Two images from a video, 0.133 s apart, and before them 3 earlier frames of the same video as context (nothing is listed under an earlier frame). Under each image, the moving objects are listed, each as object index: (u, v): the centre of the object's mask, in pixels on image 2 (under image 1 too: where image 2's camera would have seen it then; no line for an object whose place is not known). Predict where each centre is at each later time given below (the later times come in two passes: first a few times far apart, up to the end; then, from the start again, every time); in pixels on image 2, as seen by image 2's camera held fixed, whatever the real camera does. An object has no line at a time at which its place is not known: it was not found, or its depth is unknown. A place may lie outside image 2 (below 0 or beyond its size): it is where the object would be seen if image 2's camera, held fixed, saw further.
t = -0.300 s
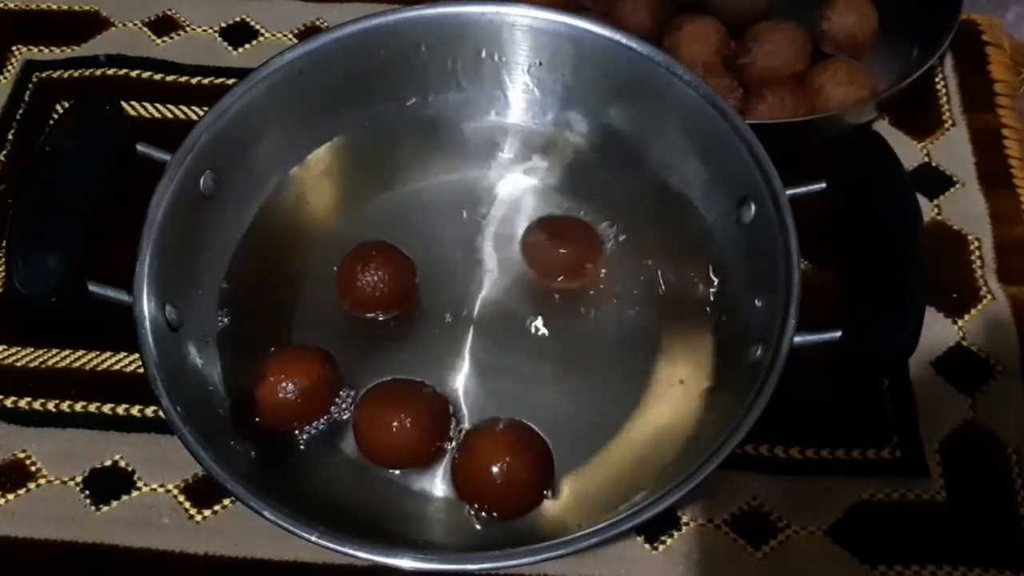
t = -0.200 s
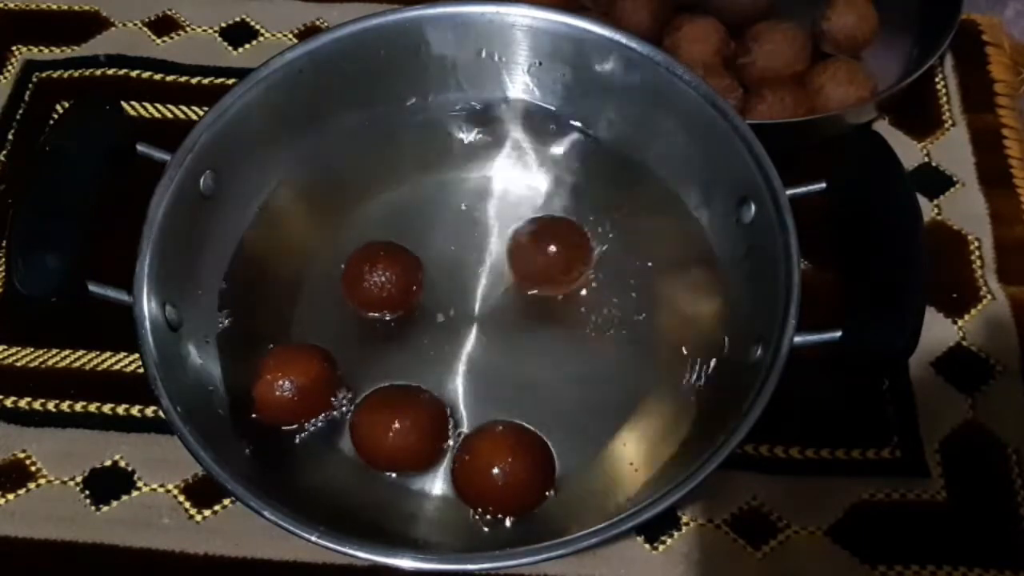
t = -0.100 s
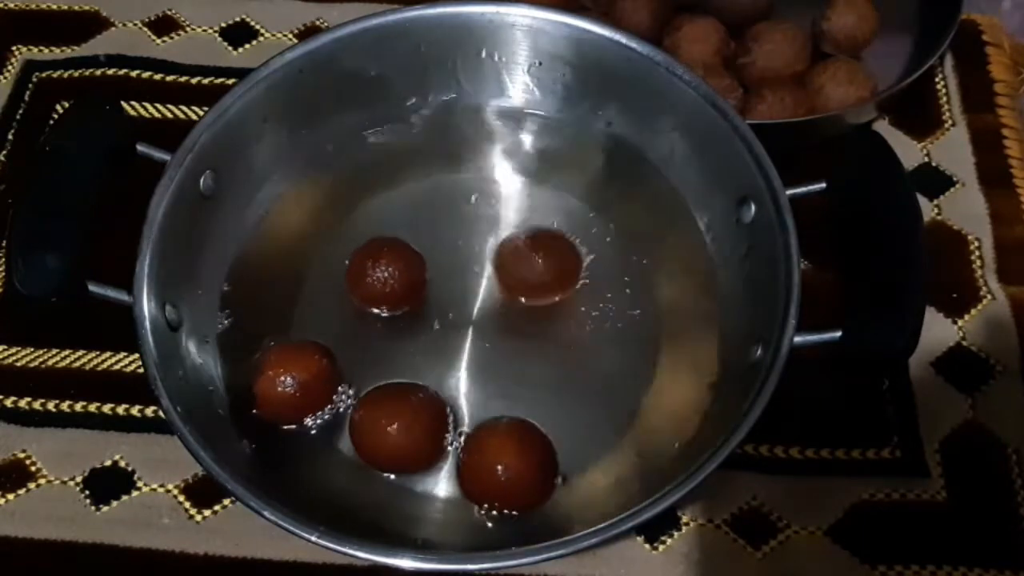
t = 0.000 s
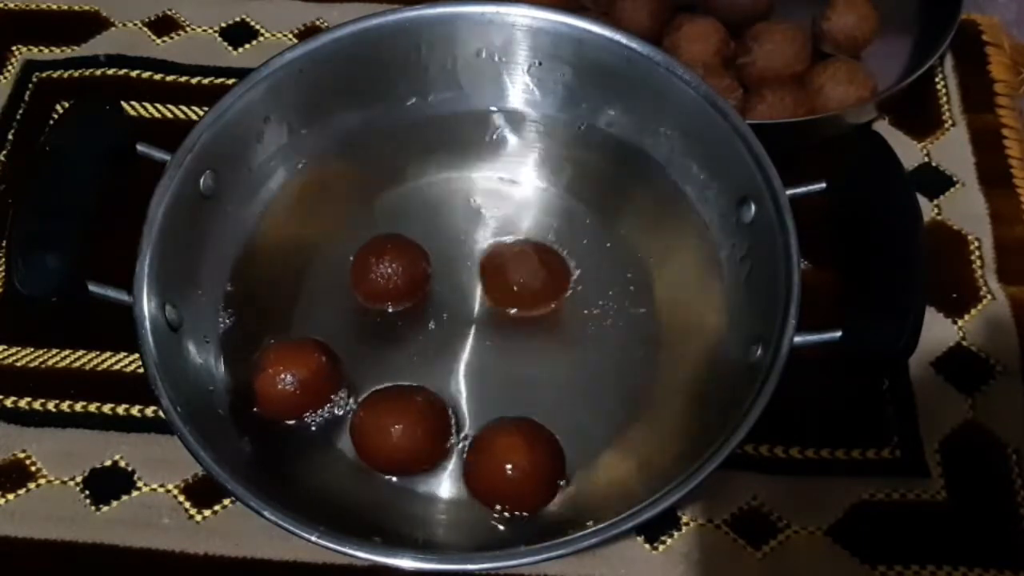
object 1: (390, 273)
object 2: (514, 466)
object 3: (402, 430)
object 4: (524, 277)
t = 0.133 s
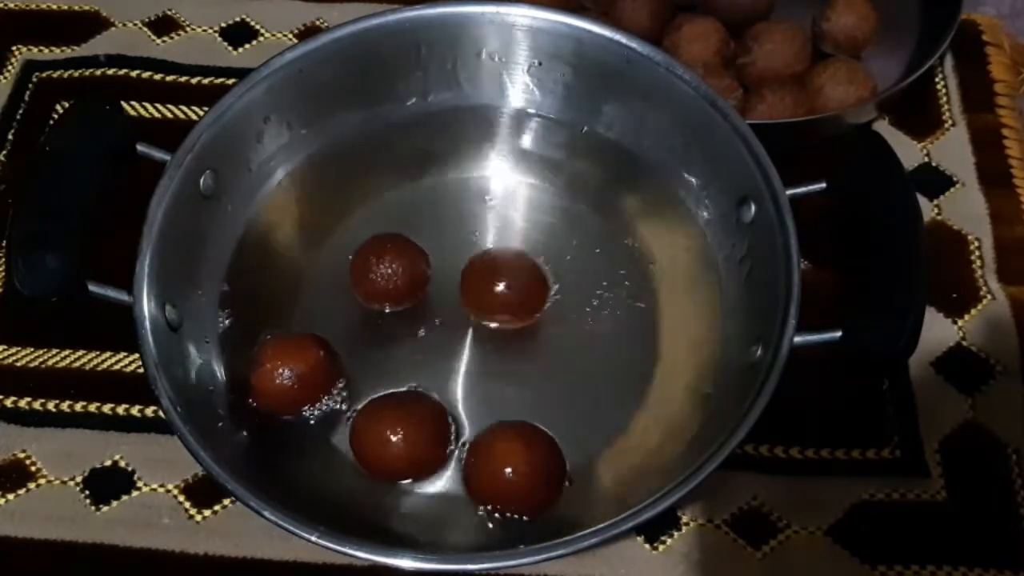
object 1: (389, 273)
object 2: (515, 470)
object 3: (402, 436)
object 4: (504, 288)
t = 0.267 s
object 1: (391, 273)
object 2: (512, 468)
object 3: (395, 436)
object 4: (486, 297)
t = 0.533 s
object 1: (391, 262)
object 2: (518, 467)
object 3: (399, 439)
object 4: (463, 299)
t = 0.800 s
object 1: (388, 253)
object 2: (515, 466)
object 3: (397, 443)
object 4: (456, 305)
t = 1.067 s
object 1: (379, 244)
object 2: (515, 465)
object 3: (396, 443)
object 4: (443, 312)
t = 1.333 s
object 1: (381, 232)
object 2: (516, 460)
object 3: (399, 442)
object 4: (439, 312)
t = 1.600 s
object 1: (376, 225)
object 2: (512, 463)
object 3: (398, 446)
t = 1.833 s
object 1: (379, 212)
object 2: (515, 455)
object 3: (401, 441)
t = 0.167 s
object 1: (390, 273)
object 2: (515, 469)
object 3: (401, 436)
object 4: (499, 292)
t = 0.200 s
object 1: (392, 273)
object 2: (514, 468)
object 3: (399, 436)
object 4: (495, 294)
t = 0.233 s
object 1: (392, 273)
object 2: (513, 468)
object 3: (397, 436)
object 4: (490, 296)
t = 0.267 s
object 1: (391, 273)
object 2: (512, 468)
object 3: (395, 436)
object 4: (486, 297)
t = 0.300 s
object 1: (391, 273)
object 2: (511, 470)
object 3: (393, 438)
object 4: (482, 297)
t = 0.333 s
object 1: (391, 273)
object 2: (510, 471)
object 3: (393, 440)
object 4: (479, 297)
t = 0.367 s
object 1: (391, 272)
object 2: (510, 471)
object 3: (394, 442)
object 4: (475, 297)
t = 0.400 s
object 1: (391, 270)
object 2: (511, 471)
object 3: (395, 442)
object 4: (473, 298)
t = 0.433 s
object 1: (391, 268)
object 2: (513, 470)
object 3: (396, 443)
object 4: (469, 299)
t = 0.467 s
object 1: (391, 266)
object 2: (514, 468)
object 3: (397, 442)
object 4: (466, 300)
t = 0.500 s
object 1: (391, 264)
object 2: (516, 467)
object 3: (399, 440)
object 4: (465, 299)
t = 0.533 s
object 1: (391, 262)
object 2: (518, 467)
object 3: (399, 439)
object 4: (463, 299)
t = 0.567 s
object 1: (391, 260)
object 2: (520, 467)
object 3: (399, 439)
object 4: (463, 298)
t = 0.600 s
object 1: (391, 258)
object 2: (520, 466)
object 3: (399, 439)
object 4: (462, 298)
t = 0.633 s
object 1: (391, 257)
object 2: (520, 466)
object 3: (398, 440)
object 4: (462, 298)
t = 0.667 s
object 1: (391, 256)
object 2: (519, 466)
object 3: (398, 441)
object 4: (462, 299)
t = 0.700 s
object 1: (390, 255)
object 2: (517, 466)
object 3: (398, 442)
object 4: (461, 301)
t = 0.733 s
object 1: (390, 255)
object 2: (516, 466)
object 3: (398, 442)
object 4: (460, 303)
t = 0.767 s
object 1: (389, 254)
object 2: (515, 466)
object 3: (397, 443)
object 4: (458, 304)
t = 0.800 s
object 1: (388, 253)
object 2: (515, 466)
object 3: (397, 443)
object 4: (456, 305)
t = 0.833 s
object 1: (387, 252)
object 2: (515, 467)
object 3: (397, 443)
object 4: (453, 306)
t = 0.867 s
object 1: (385, 252)
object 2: (516, 467)
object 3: (396, 443)
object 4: (452, 307)
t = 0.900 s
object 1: (384, 250)
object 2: (516, 467)
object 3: (396, 443)
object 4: (450, 308)
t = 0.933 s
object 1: (383, 249)
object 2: (517, 466)
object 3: (396, 443)
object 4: (449, 308)
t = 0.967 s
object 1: (382, 247)
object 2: (516, 465)
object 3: (396, 443)
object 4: (447, 309)
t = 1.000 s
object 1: (381, 246)
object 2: (516, 465)
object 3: (396, 443)
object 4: (446, 310)
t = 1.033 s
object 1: (380, 245)
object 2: (515, 465)
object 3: (396, 443)
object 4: (444, 311)
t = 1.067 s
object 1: (379, 244)
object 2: (515, 465)
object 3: (396, 443)
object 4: (443, 312)
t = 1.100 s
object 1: (379, 243)
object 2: (514, 466)
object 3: (396, 444)
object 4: (442, 312)
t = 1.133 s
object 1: (379, 241)
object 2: (513, 466)
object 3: (396, 444)
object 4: (441, 313)
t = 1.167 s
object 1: (379, 239)
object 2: (513, 465)
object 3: (396, 444)
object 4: (440, 313)
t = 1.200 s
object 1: (380, 238)
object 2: (513, 464)
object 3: (396, 444)
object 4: (440, 313)
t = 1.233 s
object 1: (380, 236)
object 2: (514, 463)
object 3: (396, 444)
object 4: (440, 313)
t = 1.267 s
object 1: (381, 235)
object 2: (514, 462)
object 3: (397, 443)
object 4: (440, 313)
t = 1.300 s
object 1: (381, 233)
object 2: (515, 461)
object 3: (397, 443)
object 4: (440, 312)
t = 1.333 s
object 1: (381, 232)
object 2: (516, 460)
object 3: (399, 442)
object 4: (439, 312)
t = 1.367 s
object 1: (380, 230)
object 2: (517, 460)
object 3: (400, 442)
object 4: (437, 313)
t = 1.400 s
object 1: (379, 228)
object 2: (517, 460)
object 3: (401, 442)
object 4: (435, 314)
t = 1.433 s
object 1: (376, 227)
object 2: (518, 460)
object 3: (402, 442)
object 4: (433, 315)
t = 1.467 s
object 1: (375, 226)
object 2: (518, 461)
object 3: (402, 443)
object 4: (431, 318)
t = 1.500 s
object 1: (374, 225)
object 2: (517, 461)
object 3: (401, 444)
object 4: (429, 320)
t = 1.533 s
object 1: (374, 225)
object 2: (516, 462)
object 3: (400, 445)
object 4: (428, 322)
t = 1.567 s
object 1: (375, 225)
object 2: (514, 462)
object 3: (399, 446)
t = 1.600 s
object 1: (376, 225)
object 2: (512, 463)
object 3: (398, 446)
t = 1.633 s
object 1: (379, 225)
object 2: (510, 462)
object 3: (398, 446)
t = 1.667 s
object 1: (379, 224)
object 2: (509, 460)
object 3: (397, 445)
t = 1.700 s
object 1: (380, 222)
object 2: (508, 457)
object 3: (397, 443)
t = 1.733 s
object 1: (380, 220)
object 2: (509, 456)
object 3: (398, 442)
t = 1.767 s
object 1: (380, 217)
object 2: (510, 455)
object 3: (398, 441)
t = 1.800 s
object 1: (379, 214)
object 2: (512, 455)
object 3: (400, 441)
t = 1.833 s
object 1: (379, 212)
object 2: (515, 455)
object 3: (401, 441)
